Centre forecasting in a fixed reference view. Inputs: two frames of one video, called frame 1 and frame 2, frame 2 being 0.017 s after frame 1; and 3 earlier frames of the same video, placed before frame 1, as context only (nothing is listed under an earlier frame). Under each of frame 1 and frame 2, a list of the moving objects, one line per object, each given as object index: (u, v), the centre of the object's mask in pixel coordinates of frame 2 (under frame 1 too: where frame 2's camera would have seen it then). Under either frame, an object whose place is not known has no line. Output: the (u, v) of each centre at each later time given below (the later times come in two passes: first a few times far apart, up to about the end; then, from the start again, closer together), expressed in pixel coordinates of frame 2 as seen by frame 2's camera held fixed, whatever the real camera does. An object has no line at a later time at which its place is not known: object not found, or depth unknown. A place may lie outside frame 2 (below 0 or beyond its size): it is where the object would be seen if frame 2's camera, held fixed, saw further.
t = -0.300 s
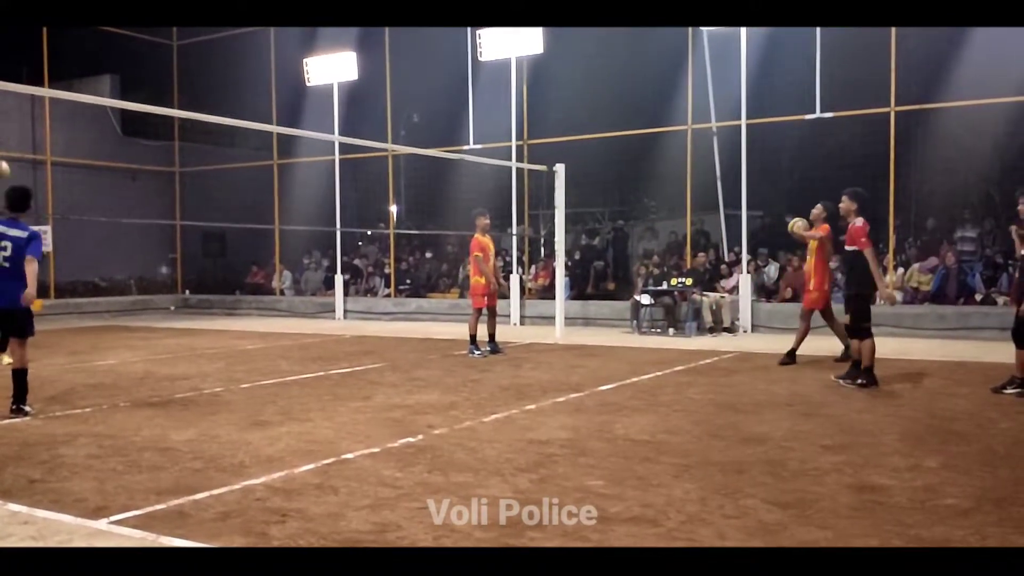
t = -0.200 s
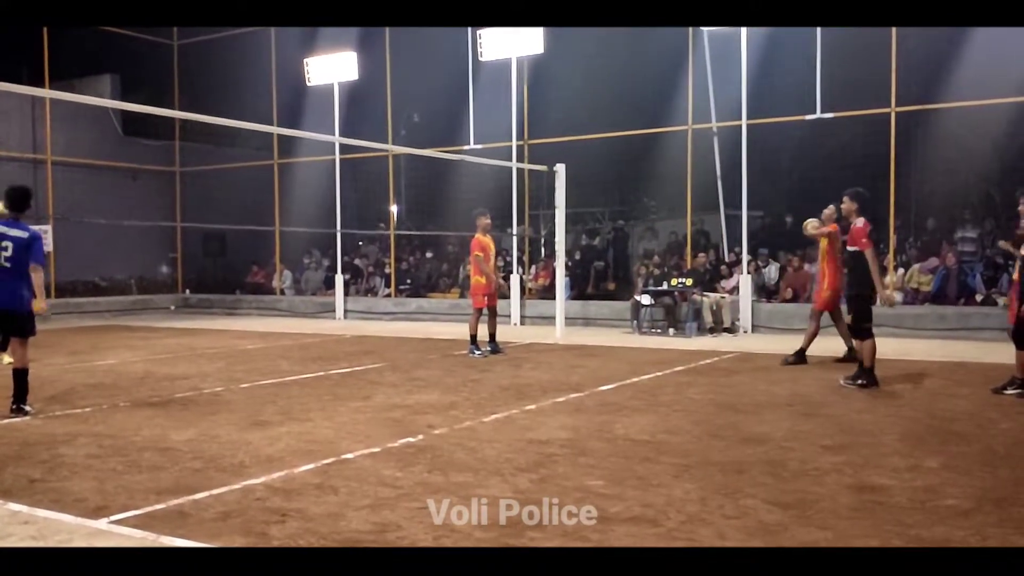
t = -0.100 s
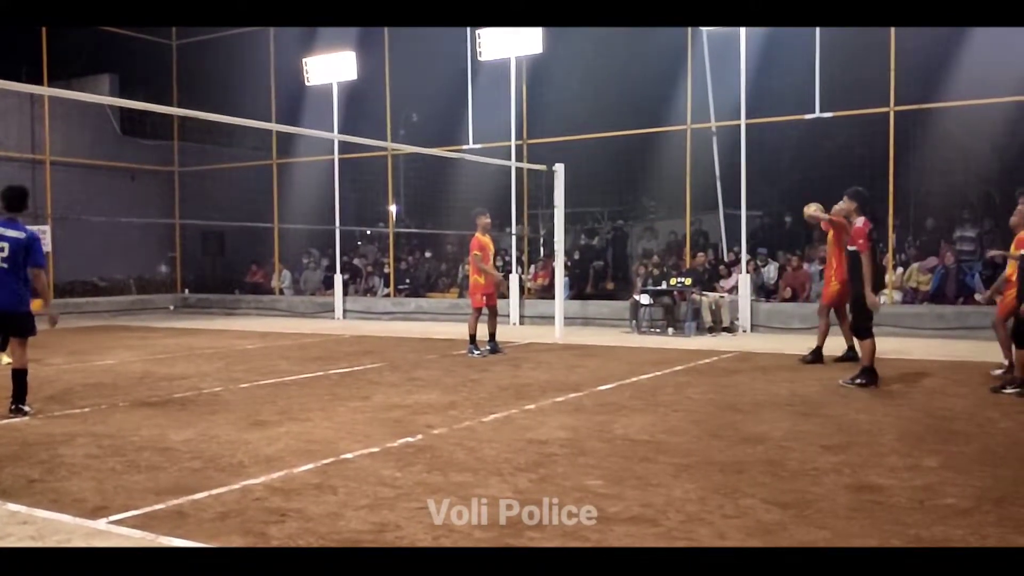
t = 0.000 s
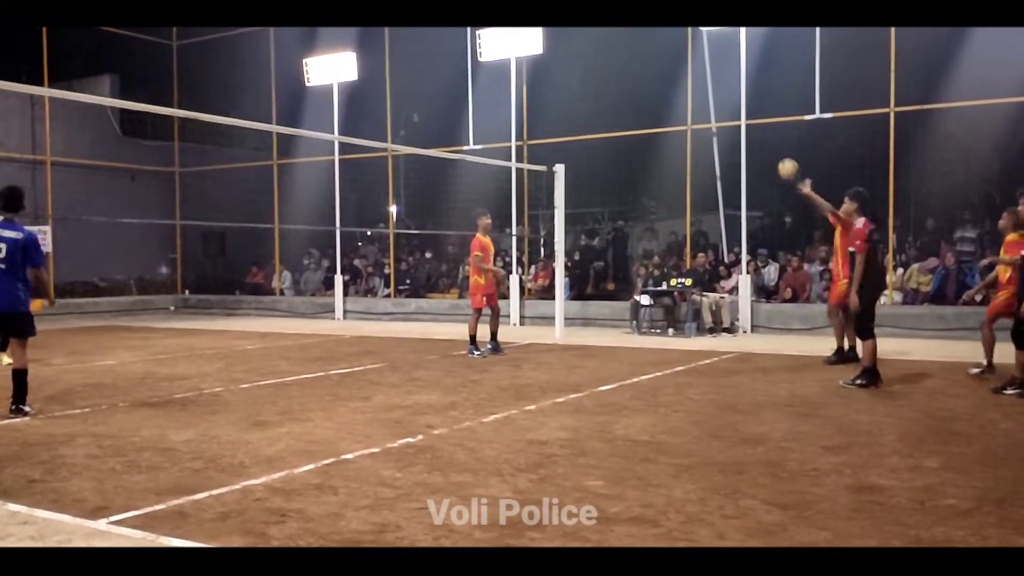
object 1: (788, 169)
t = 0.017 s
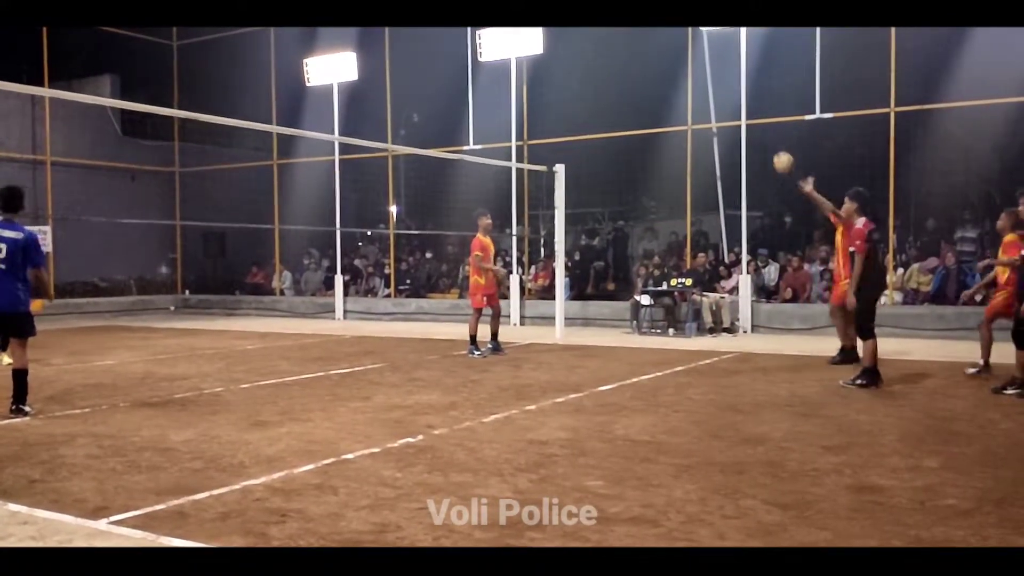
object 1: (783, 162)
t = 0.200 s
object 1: (727, 97)
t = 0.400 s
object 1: (669, 66)
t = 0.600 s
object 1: (614, 72)
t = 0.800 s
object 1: (560, 110)
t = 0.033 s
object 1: (778, 155)
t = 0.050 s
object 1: (773, 148)
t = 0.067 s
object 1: (768, 141)
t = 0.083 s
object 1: (763, 135)
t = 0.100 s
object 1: (758, 128)
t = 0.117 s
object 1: (753, 123)
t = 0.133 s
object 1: (747, 117)
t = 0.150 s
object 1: (742, 112)
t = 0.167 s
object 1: (737, 107)
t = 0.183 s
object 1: (731, 101)
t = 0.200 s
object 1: (727, 97)
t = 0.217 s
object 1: (723, 93)
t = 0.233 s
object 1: (718, 89)
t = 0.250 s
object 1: (713, 85)
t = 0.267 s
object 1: (708, 83)
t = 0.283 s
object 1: (703, 79)
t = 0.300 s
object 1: (699, 76)
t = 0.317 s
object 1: (693, 75)
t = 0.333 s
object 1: (688, 72)
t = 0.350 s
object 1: (683, 70)
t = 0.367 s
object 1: (679, 68)
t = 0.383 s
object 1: (674, 67)
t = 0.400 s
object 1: (669, 66)
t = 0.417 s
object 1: (664, 65)
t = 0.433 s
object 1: (659, 65)
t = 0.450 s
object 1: (655, 64)
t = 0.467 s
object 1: (650, 64)
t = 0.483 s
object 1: (645, 64)
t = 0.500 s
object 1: (641, 65)
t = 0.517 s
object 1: (636, 65)
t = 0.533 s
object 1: (632, 66)
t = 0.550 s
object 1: (627, 67)
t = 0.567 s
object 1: (623, 68)
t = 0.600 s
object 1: (614, 72)
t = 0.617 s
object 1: (609, 74)
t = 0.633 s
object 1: (604, 76)
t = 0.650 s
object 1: (600, 78)
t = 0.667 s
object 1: (596, 81)
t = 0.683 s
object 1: (591, 84)
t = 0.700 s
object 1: (587, 87)
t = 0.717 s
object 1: (582, 90)
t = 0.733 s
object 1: (577, 93)
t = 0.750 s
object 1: (573, 97)
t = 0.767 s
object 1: (569, 101)
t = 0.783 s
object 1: (565, 106)
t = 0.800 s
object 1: (560, 110)
